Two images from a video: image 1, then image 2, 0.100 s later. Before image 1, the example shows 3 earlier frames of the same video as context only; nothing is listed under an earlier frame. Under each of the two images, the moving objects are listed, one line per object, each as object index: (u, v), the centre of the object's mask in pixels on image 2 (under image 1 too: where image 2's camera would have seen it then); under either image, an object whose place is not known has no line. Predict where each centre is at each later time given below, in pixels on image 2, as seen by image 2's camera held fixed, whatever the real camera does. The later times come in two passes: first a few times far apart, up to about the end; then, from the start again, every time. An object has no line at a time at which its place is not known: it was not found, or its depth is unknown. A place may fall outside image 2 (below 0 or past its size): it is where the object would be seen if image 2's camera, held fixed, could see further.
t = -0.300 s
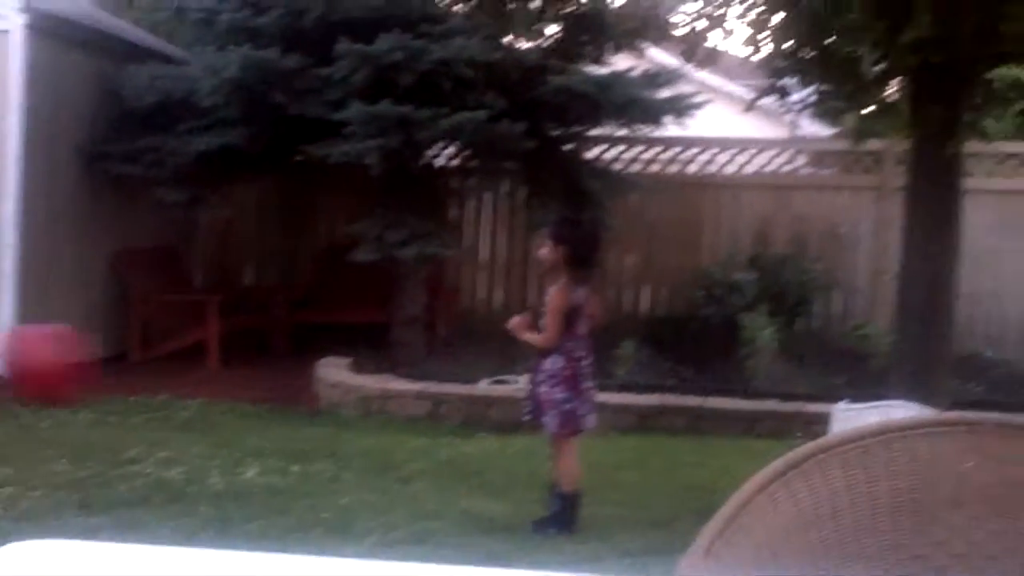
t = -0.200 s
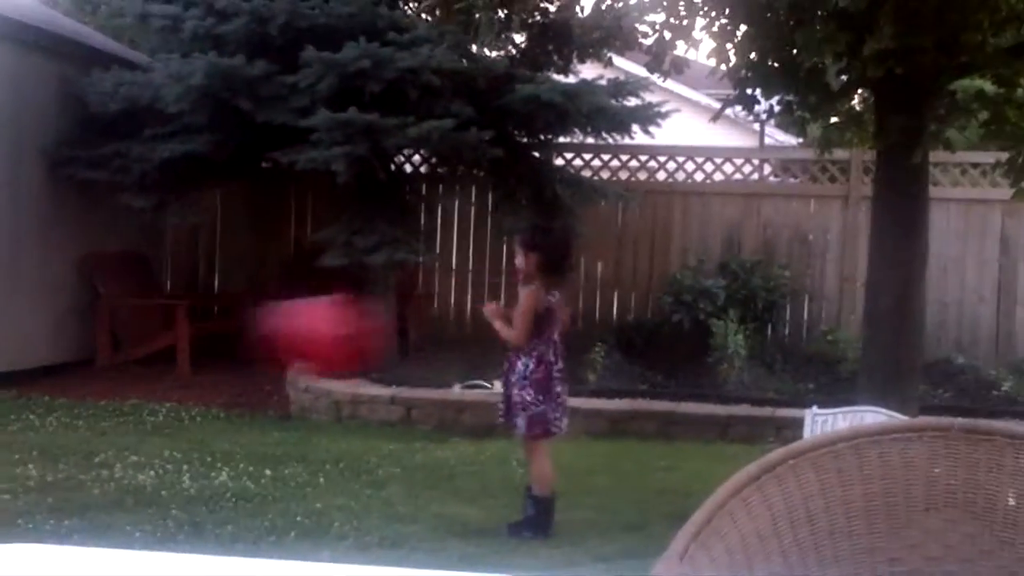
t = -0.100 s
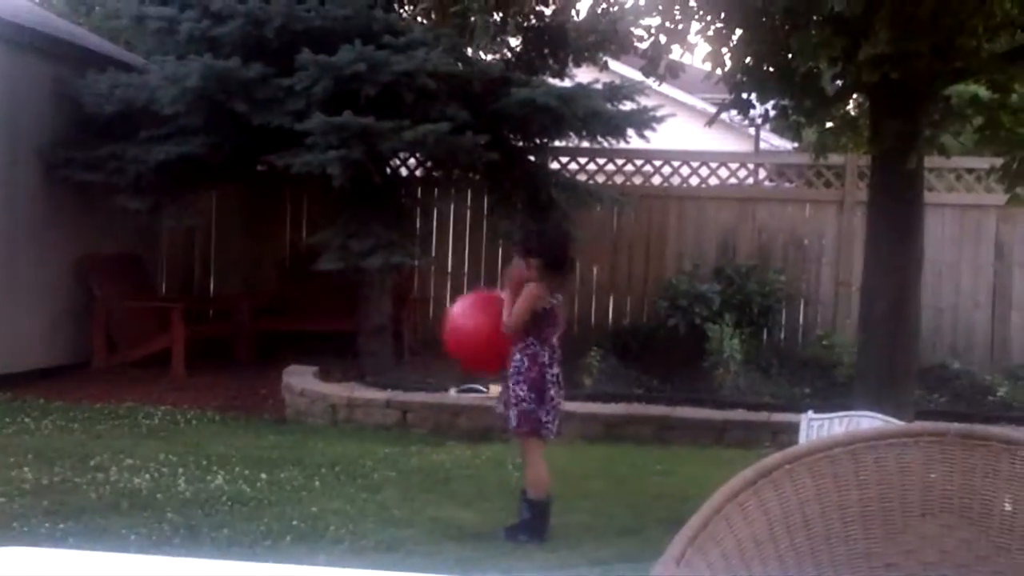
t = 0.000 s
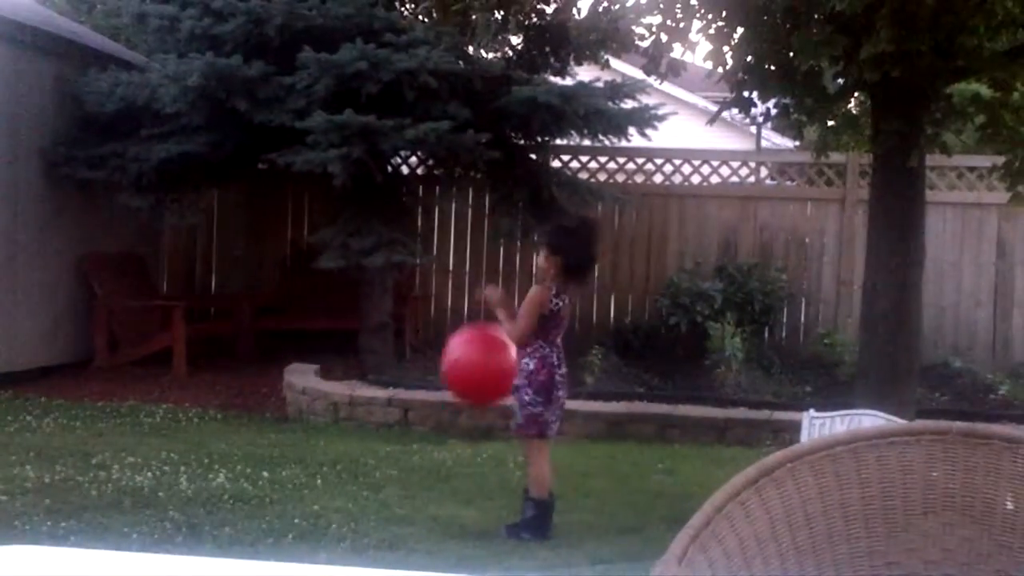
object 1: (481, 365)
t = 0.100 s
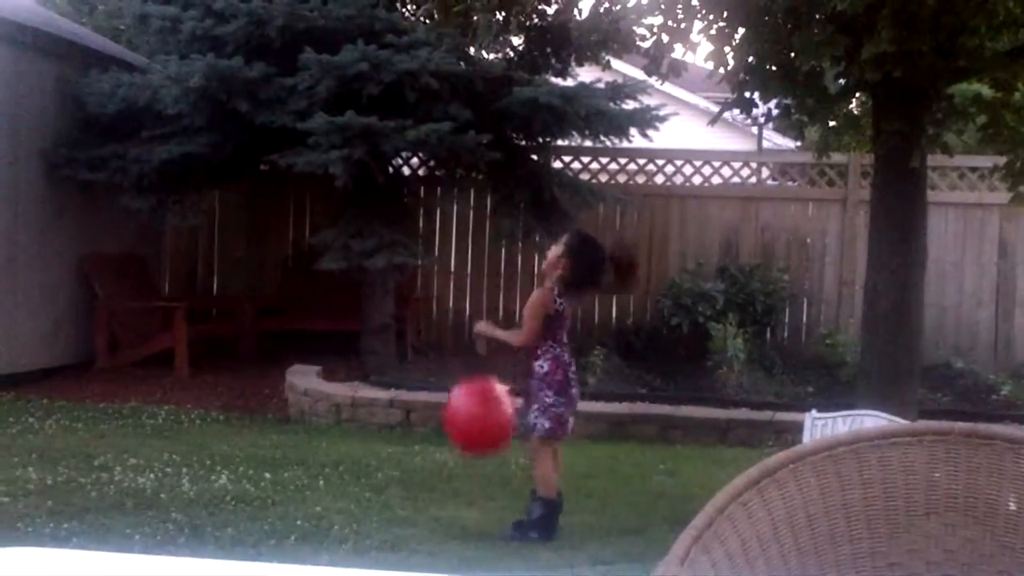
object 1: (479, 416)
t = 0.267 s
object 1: (457, 407)
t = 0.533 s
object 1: (416, 384)
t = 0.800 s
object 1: (386, 410)
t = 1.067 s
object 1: (361, 407)
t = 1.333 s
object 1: (301, 410)
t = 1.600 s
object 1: (265, 409)
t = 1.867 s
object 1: (241, 408)
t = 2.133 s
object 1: (233, 409)
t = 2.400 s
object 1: (234, 410)
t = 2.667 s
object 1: (237, 410)
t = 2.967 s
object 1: (240, 410)
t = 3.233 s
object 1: (241, 410)
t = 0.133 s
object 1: (479, 437)
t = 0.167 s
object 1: (476, 446)
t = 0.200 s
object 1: (470, 436)
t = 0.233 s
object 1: (464, 420)
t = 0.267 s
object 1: (457, 407)
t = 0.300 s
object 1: (451, 398)
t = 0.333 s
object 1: (445, 389)
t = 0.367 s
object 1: (440, 385)
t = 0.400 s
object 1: (436, 382)
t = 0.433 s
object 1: (431, 380)
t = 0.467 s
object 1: (426, 380)
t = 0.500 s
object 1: (421, 381)
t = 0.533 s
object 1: (416, 384)
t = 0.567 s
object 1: (411, 390)
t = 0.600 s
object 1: (406, 397)
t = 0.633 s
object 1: (402, 405)
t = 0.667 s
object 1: (397, 416)
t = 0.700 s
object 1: (393, 421)
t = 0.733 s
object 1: (391, 420)
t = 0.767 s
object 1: (388, 415)
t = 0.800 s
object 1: (386, 410)
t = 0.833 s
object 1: (382, 407)
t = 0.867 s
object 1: (378, 406)
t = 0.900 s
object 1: (375, 406)
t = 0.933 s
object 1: (371, 408)
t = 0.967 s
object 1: (367, 411)
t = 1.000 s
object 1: (366, 411)
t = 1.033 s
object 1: (364, 410)
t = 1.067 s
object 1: (361, 407)
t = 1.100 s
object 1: (359, 404)
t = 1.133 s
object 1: (353, 401)
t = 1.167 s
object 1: (344, 400)
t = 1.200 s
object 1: (337, 400)
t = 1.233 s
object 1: (328, 400)
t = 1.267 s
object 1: (319, 402)
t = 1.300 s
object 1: (310, 406)
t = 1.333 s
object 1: (301, 410)
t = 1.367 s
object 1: (296, 409)
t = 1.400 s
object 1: (291, 407)
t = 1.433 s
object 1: (288, 406)
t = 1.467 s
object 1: (283, 406)
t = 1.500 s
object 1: (277, 407)
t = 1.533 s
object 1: (274, 408)
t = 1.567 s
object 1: (269, 409)
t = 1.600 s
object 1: (265, 409)
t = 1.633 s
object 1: (263, 409)
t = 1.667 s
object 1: (259, 410)
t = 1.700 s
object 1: (256, 409)
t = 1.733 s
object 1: (252, 409)
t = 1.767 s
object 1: (248, 408)
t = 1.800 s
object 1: (246, 408)
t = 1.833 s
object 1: (243, 409)
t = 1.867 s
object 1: (241, 408)
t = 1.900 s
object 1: (239, 408)
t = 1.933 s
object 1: (238, 409)
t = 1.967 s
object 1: (237, 409)
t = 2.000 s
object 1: (236, 409)
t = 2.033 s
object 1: (235, 409)
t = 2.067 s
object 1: (234, 409)
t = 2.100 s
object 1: (233, 409)
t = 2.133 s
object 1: (233, 409)
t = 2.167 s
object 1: (234, 410)
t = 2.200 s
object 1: (233, 410)
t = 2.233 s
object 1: (233, 410)
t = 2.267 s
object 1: (233, 411)
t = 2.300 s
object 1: (233, 410)
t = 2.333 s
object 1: (234, 410)
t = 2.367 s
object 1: (234, 410)
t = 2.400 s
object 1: (234, 410)
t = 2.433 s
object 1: (234, 411)
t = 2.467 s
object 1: (235, 410)
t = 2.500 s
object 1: (235, 410)
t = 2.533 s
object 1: (235, 410)
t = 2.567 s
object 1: (235, 409)
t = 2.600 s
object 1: (236, 409)
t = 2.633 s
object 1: (237, 410)
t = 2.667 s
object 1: (237, 410)
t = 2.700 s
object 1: (238, 409)
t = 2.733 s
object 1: (238, 410)
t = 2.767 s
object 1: (238, 409)
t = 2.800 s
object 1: (239, 410)
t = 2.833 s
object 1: (239, 410)
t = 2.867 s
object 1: (239, 410)
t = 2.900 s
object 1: (240, 410)
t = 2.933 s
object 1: (240, 410)
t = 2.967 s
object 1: (240, 410)
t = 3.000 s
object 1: (241, 410)
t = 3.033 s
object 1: (241, 410)
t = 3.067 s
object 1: (241, 410)
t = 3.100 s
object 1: (241, 410)
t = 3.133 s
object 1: (241, 410)
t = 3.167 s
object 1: (242, 410)
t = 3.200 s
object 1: (241, 410)
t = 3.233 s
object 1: (241, 410)
